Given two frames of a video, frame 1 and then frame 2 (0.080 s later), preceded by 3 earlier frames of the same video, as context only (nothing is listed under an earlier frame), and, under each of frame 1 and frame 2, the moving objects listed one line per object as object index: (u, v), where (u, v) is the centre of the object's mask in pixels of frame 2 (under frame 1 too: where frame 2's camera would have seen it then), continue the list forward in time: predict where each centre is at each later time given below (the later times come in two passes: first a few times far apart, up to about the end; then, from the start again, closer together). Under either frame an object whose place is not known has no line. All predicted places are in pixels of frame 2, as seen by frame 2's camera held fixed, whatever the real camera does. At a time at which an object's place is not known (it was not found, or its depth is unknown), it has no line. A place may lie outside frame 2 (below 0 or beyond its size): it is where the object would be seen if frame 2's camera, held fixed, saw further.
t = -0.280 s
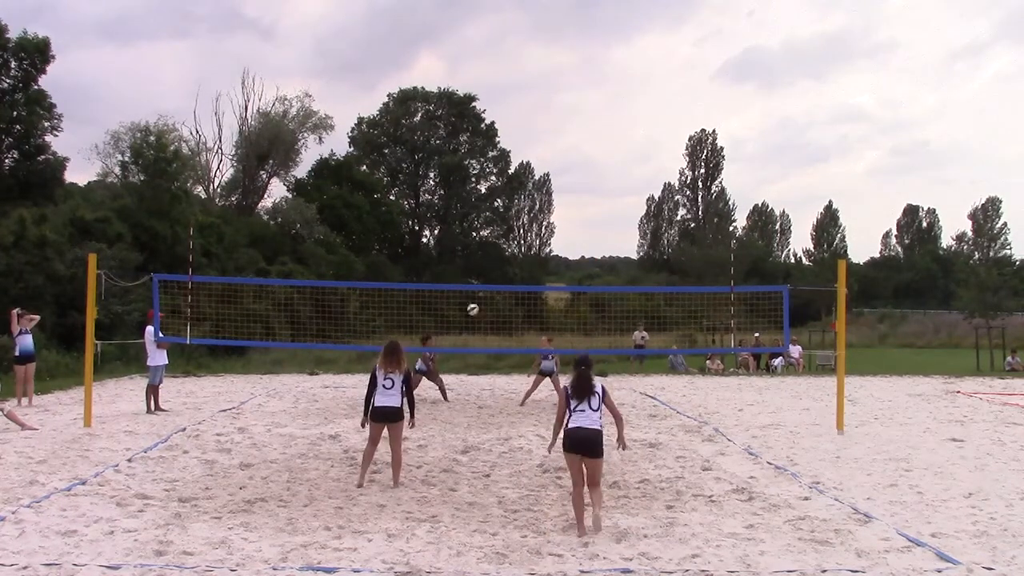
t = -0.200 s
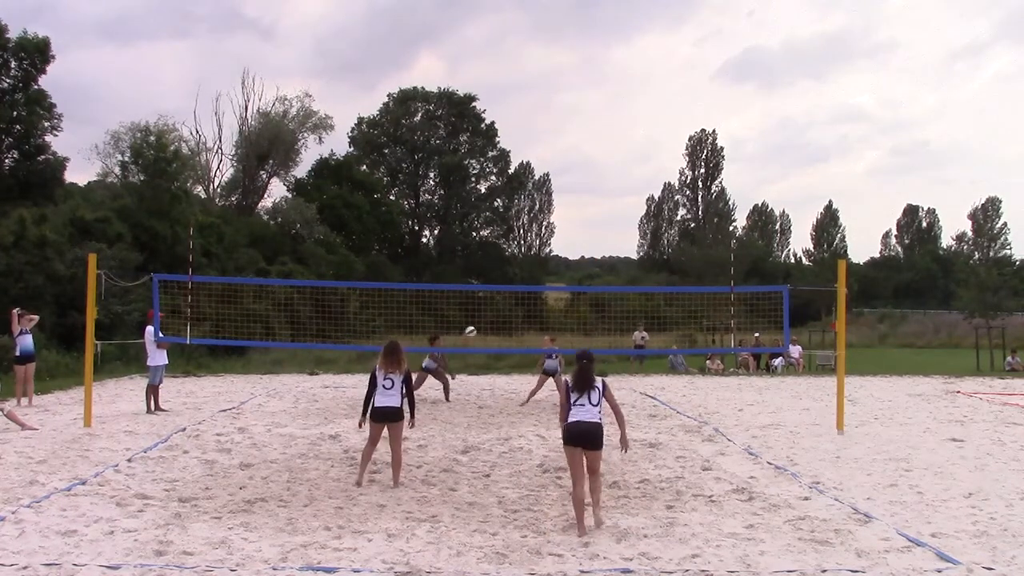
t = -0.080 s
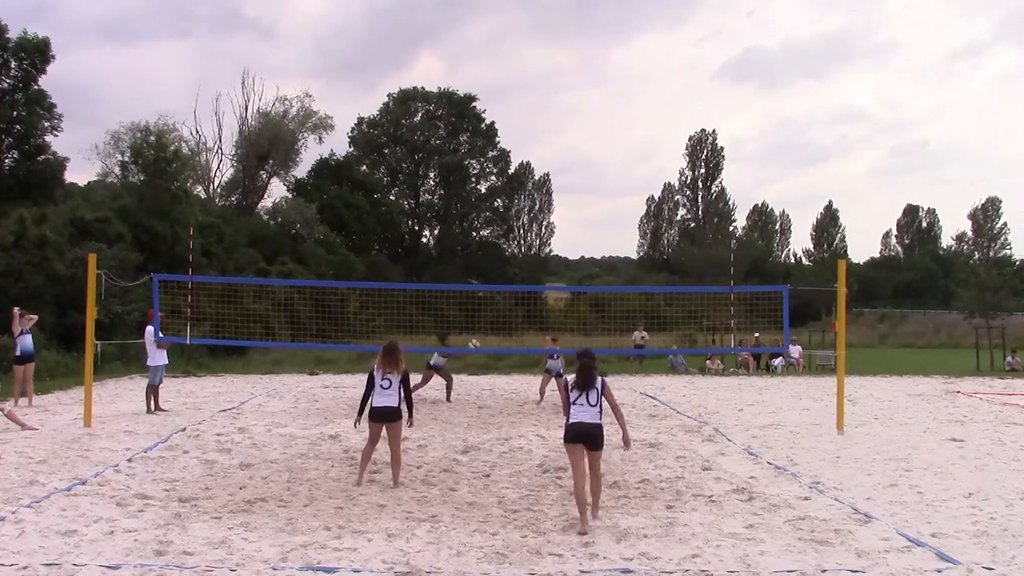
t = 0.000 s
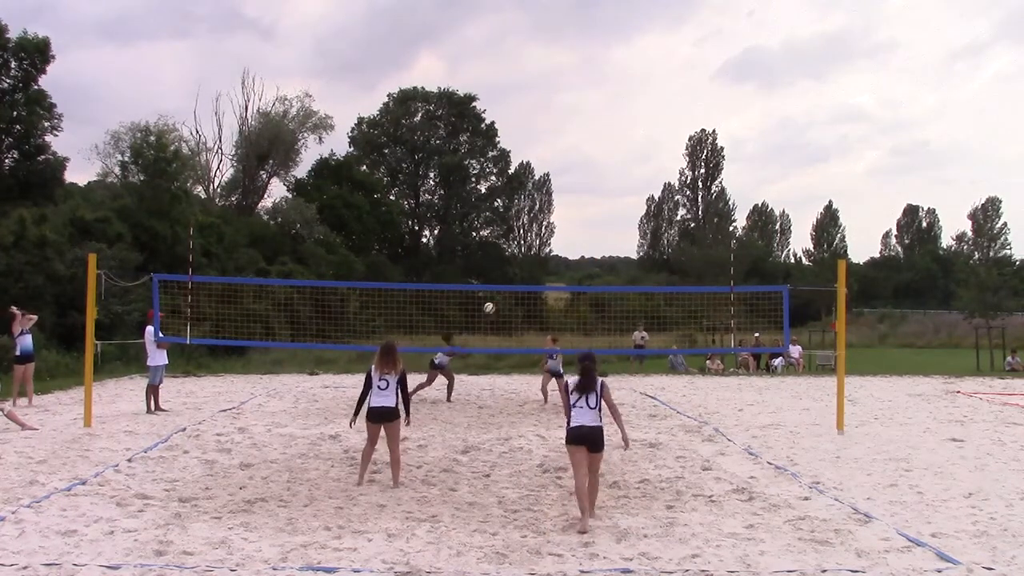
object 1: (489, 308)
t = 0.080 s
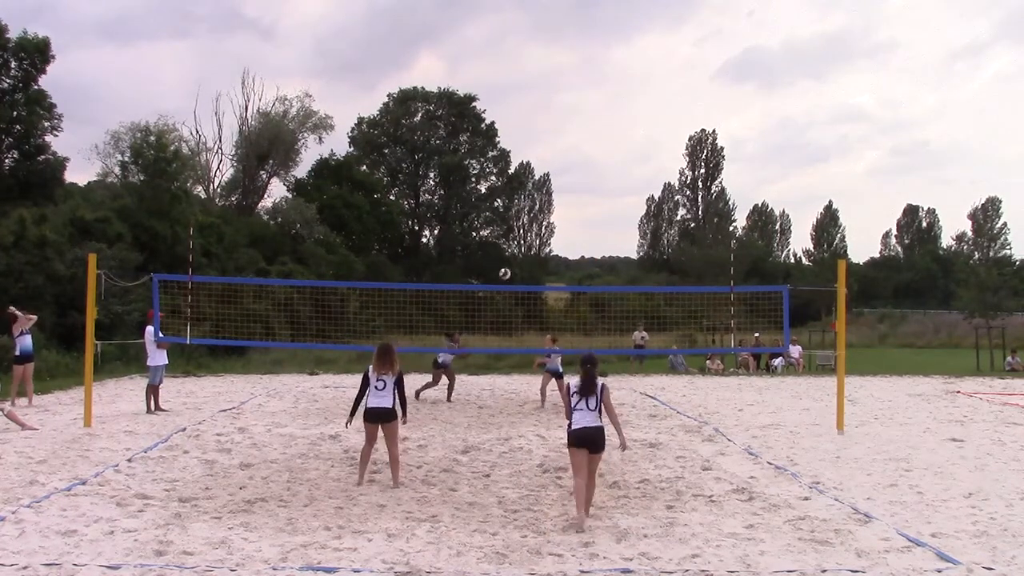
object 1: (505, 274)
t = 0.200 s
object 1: (525, 224)
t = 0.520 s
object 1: (591, 135)
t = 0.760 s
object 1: (642, 98)
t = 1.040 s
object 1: (704, 93)
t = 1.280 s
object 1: (761, 125)
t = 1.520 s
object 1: (822, 197)
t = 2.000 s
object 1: (944, 428)
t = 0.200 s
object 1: (525, 224)
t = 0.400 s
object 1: (567, 164)
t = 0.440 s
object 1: (574, 154)
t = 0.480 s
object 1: (583, 144)
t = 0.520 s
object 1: (591, 135)
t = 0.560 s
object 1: (599, 127)
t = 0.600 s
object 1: (608, 119)
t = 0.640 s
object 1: (616, 113)
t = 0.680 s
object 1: (624, 107)
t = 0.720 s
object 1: (633, 102)
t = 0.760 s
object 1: (642, 98)
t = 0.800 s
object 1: (650, 94)
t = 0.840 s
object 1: (659, 92)
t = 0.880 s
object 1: (668, 90)
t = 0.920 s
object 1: (677, 89)
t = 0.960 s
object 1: (685, 89)
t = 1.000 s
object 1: (695, 90)
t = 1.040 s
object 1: (704, 93)
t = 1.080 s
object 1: (713, 96)
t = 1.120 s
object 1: (722, 100)
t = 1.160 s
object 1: (732, 105)
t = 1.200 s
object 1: (741, 111)
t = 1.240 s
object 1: (751, 118)
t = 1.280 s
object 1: (761, 125)
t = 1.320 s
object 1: (771, 135)
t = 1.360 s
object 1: (781, 145)
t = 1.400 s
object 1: (791, 156)
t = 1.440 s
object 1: (801, 169)
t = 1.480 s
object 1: (811, 182)
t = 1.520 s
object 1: (822, 197)
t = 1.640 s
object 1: (852, 249)
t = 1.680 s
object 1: (865, 268)
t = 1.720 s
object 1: (875, 289)
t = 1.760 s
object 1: (884, 313)
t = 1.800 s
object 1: (896, 335)
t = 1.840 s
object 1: (908, 359)
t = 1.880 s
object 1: (919, 386)
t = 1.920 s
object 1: (930, 413)
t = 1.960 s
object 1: (942, 443)
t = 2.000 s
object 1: (944, 428)
